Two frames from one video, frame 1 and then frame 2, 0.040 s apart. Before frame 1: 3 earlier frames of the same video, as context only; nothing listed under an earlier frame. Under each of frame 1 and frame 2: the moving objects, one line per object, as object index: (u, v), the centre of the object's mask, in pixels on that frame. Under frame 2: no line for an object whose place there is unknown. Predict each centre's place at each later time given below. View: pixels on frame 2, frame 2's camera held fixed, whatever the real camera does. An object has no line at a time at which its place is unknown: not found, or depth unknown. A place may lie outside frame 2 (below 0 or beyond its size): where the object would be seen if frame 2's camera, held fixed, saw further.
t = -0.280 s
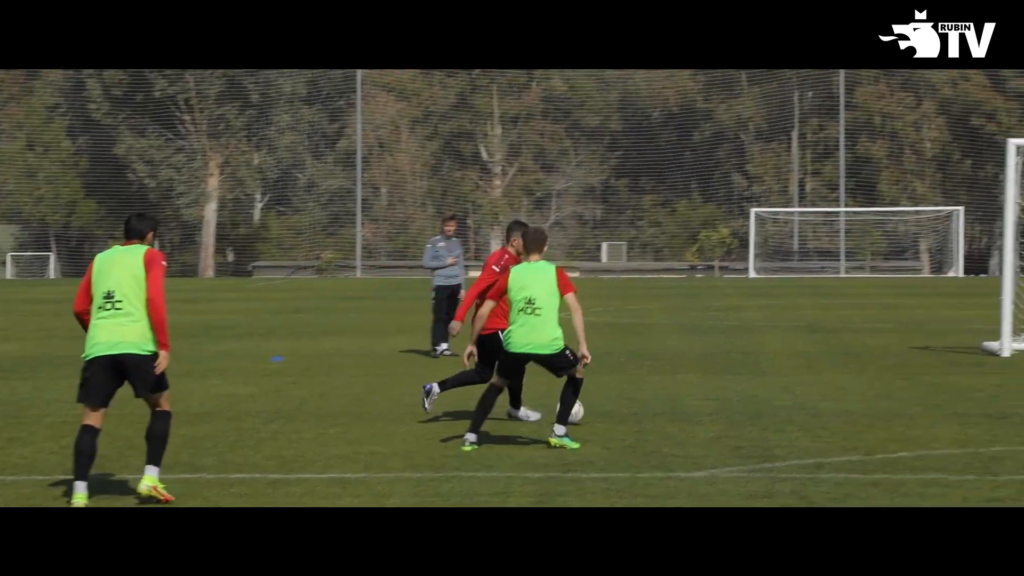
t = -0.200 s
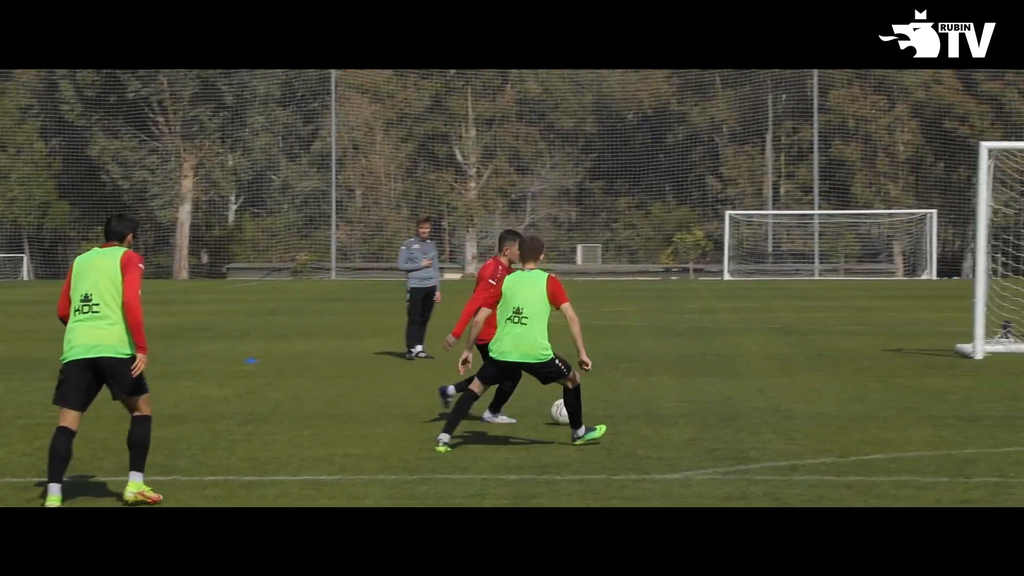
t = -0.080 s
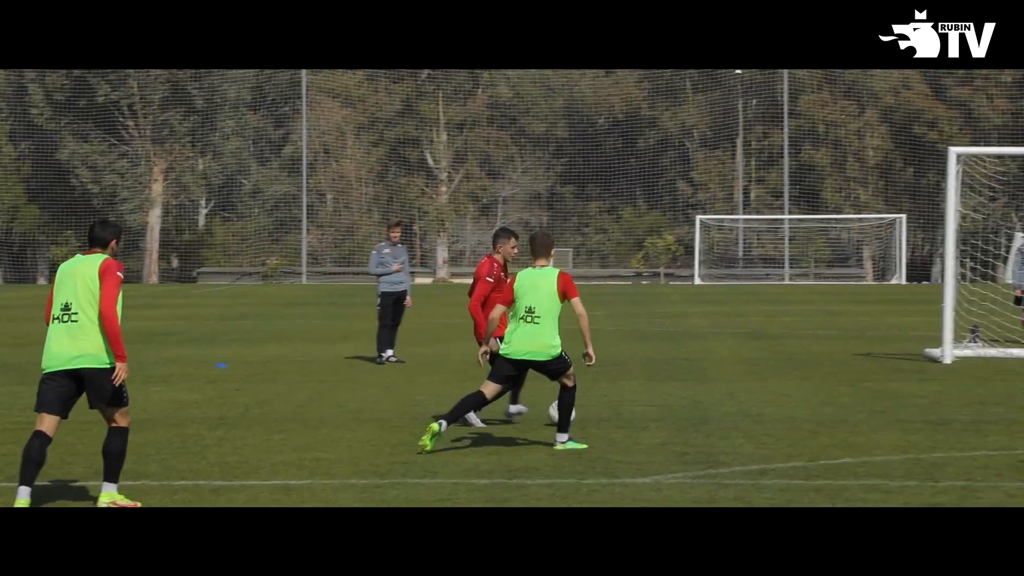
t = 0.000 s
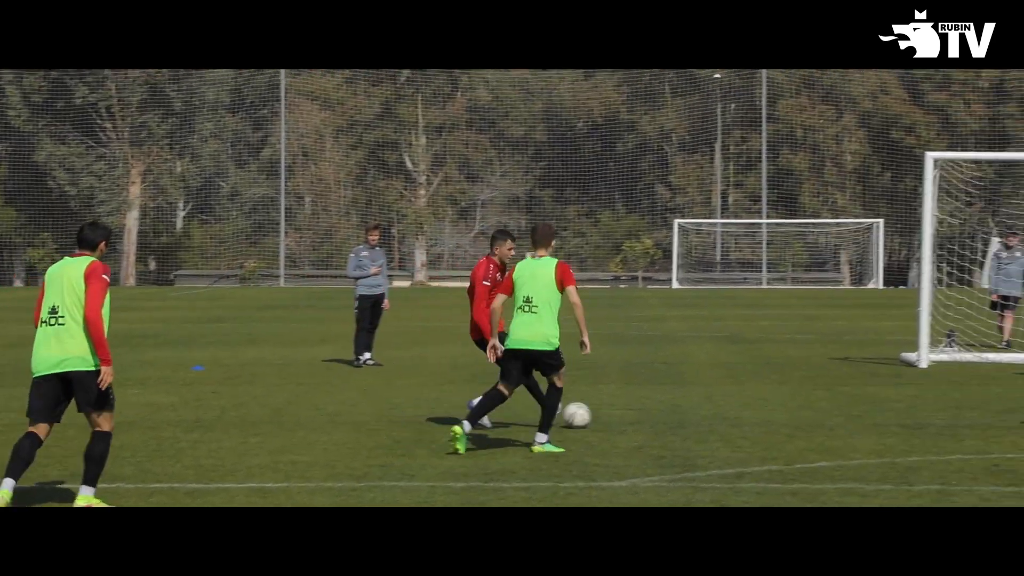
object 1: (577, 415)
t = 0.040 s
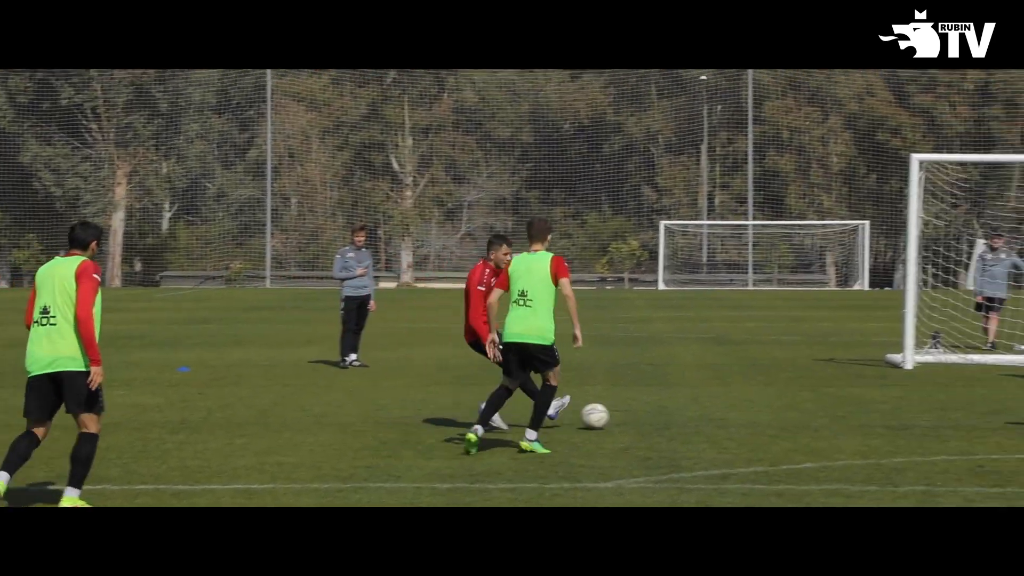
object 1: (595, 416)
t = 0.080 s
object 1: (626, 417)
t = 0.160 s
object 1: (685, 417)
